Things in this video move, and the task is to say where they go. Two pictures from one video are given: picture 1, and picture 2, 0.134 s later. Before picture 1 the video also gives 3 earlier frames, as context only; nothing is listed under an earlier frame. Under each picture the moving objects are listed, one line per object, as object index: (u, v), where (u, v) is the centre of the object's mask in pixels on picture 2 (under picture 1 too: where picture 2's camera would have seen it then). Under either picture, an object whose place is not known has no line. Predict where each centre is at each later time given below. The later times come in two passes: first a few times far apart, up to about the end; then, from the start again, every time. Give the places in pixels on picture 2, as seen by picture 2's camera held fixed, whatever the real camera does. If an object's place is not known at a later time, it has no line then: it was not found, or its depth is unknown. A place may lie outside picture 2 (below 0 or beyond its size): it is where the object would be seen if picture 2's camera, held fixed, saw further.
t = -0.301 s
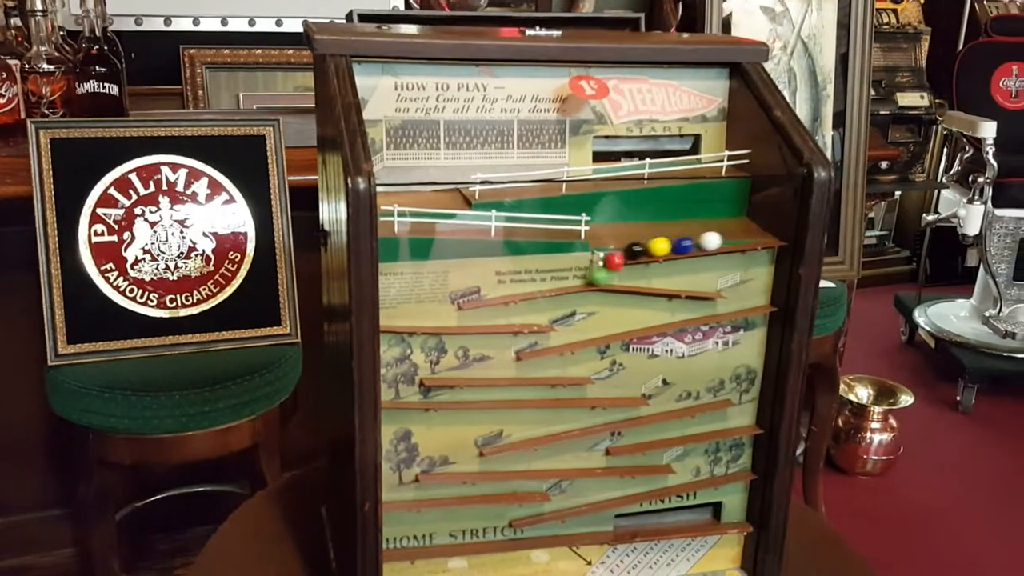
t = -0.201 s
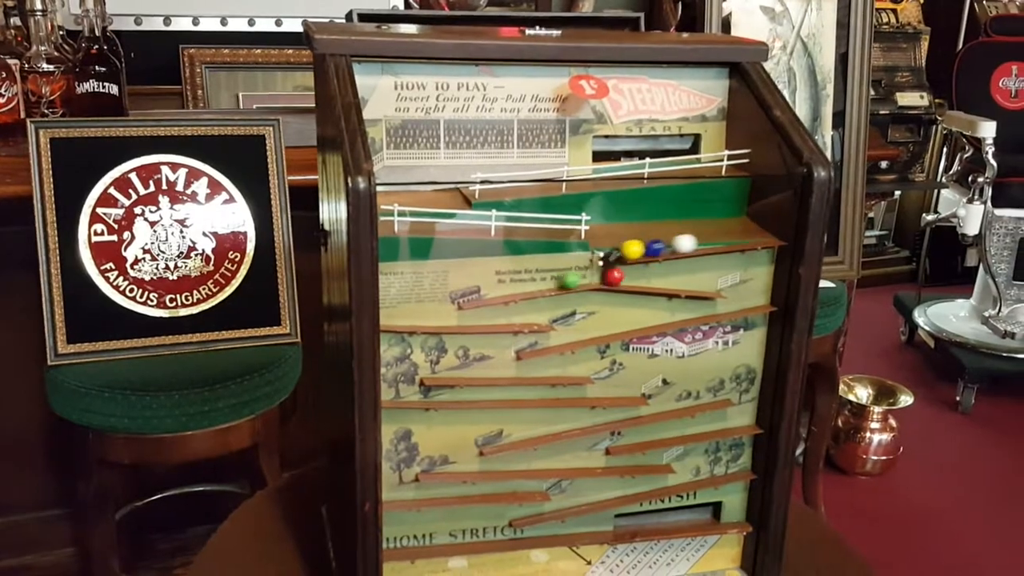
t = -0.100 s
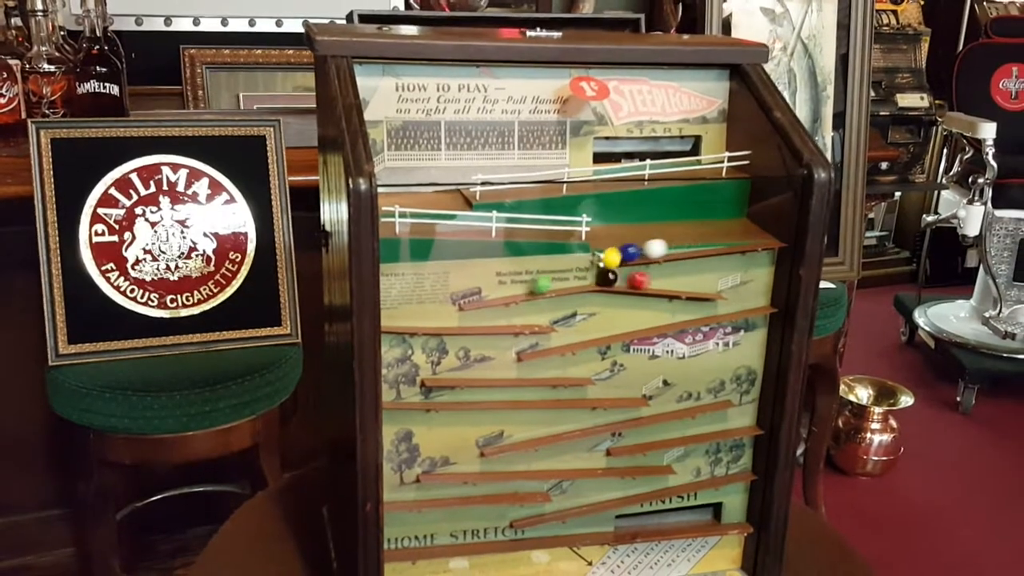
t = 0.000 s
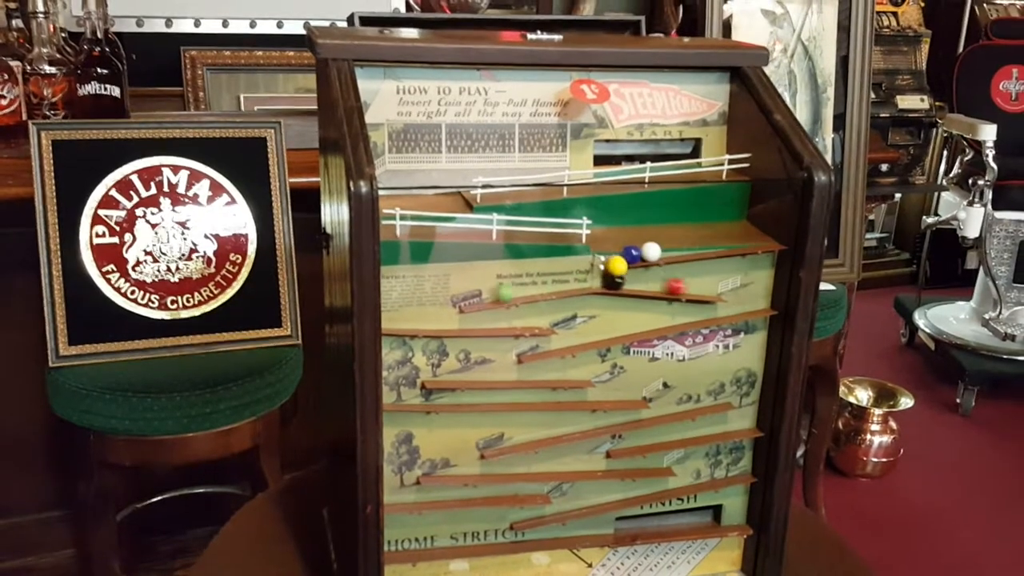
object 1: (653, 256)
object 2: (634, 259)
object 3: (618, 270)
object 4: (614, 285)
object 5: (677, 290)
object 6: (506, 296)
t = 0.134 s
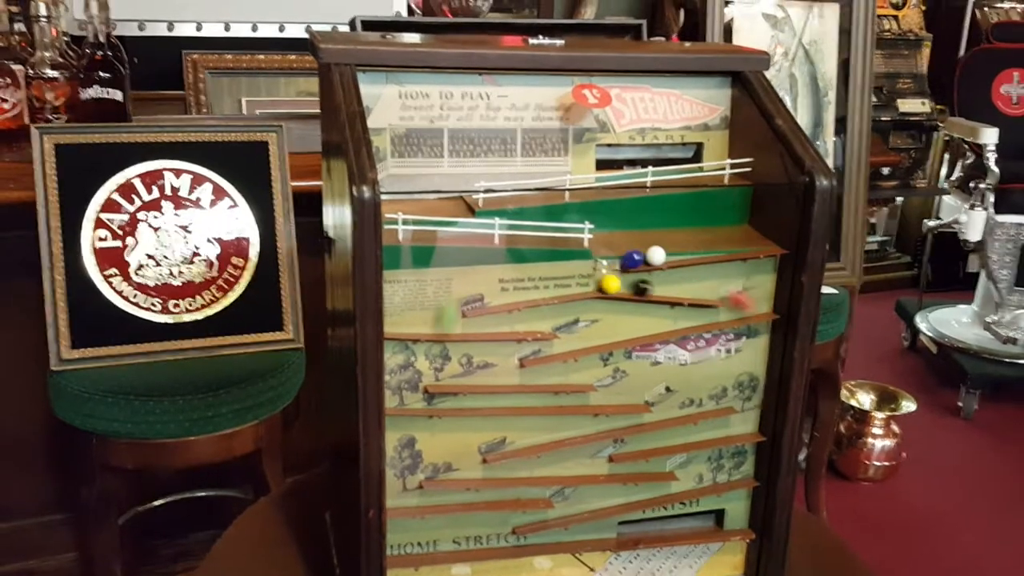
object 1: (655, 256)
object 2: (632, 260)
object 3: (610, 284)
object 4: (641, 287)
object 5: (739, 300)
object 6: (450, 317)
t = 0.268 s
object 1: (651, 256)
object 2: (628, 261)
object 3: (619, 286)
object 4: (685, 291)
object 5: (753, 310)
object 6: (399, 327)
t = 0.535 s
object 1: (628, 259)
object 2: (610, 285)
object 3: (688, 291)
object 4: (753, 310)
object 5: (669, 327)
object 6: (412, 327)
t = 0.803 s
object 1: (608, 285)
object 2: (661, 290)
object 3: (757, 310)
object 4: (675, 325)
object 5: (520, 357)
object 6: (488, 326)
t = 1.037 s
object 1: (661, 289)
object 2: (758, 306)
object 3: (692, 321)
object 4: (566, 346)
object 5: (395, 393)
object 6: (566, 326)
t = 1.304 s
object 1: (757, 307)
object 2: (727, 316)
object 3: (584, 342)
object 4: (465, 379)
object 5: (452, 402)
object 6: (553, 349)
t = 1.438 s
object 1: (765, 308)
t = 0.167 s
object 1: (654, 256)
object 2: (631, 260)
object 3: (611, 284)
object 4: (650, 288)
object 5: (757, 307)
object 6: (430, 326)
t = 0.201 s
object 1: (654, 256)
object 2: (631, 260)
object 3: (612, 285)
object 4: (661, 289)
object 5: (771, 305)
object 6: (417, 327)
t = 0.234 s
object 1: (652, 256)
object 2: (629, 261)
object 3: (615, 285)
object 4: (672, 290)
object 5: (765, 308)
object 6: (409, 327)
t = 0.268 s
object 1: (651, 256)
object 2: (628, 261)
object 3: (619, 286)
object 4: (685, 291)
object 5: (753, 310)
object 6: (399, 327)
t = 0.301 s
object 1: (649, 257)
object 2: (626, 260)
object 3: (624, 286)
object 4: (698, 292)
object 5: (746, 312)
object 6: (393, 326)
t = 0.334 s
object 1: (647, 257)
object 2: (624, 261)
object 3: (629, 286)
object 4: (713, 293)
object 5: (738, 314)
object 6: (392, 326)
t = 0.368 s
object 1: (644, 257)
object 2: (622, 262)
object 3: (636, 287)
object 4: (728, 295)
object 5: (726, 315)
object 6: (393, 326)
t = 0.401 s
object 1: (641, 258)
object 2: (614, 272)
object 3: (645, 287)
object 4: (744, 309)
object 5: (717, 317)
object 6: (394, 326)
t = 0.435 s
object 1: (638, 258)
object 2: (609, 283)
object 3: (654, 288)
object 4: (758, 307)
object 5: (706, 318)
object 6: (396, 326)
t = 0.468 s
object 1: (635, 258)
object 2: (608, 283)
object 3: (664, 289)
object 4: (767, 307)
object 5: (695, 321)
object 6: (400, 327)
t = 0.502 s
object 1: (632, 259)
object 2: (608, 284)
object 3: (676, 290)
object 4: (763, 309)
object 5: (683, 324)
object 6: (406, 327)
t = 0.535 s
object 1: (628, 259)
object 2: (610, 285)
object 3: (688, 291)
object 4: (753, 310)
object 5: (669, 327)
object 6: (412, 327)
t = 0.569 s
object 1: (623, 261)
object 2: (612, 285)
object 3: (701, 292)
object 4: (746, 312)
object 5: (655, 329)
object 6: (417, 327)
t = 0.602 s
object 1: (618, 266)
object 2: (614, 285)
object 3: (715, 293)
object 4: (739, 314)
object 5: (637, 333)
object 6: (425, 328)
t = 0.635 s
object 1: (613, 272)
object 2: (620, 287)
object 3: (729, 295)
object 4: (728, 316)
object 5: (620, 337)
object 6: (435, 329)
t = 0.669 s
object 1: (606, 282)
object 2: (626, 286)
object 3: (746, 305)
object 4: (718, 317)
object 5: (603, 340)
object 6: (445, 328)
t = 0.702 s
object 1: (604, 283)
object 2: (632, 287)
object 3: (760, 304)
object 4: (708, 317)
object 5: (583, 344)
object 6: (455, 328)
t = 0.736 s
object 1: (604, 282)
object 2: (641, 288)
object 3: (769, 302)
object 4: (698, 320)
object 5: (563, 347)
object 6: (466, 327)
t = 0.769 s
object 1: (604, 284)
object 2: (651, 289)
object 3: (765, 307)
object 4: (687, 322)
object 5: (542, 351)
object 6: (477, 327)
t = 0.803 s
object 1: (608, 285)
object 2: (661, 290)
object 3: (757, 310)
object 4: (675, 325)
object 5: (520, 357)
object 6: (488, 326)
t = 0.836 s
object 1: (611, 285)
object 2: (674, 291)
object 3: (749, 311)
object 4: (661, 328)
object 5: (496, 370)
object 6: (500, 326)
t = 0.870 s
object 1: (616, 285)
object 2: (686, 292)
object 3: (741, 312)
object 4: (647, 330)
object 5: (473, 376)
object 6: (511, 325)
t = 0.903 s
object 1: (623, 286)
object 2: (699, 293)
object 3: (733, 315)
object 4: (631, 334)
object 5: (457, 377)
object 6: (524, 325)
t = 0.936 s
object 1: (631, 287)
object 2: (714, 295)
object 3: (725, 316)
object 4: (615, 337)
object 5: (437, 377)
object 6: (537, 326)
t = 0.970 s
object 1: (640, 287)
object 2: (730, 295)
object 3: (714, 318)
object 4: (598, 341)
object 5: (418, 382)
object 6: (549, 326)
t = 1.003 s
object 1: (650, 288)
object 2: (744, 306)
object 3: (703, 320)
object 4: (581, 344)
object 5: (398, 398)
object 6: (561, 328)
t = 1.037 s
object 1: (661, 289)
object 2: (758, 306)
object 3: (692, 321)
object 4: (566, 346)
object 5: (395, 393)
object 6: (566, 326)
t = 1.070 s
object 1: (672, 290)
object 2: (767, 304)
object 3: (680, 323)
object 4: (555, 349)
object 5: (404, 392)
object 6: (567, 330)
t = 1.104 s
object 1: (686, 291)
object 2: (763, 309)
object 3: (668, 327)
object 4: (542, 351)
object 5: (415, 401)
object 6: (568, 346)
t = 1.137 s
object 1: (699, 292)
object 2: (755, 311)
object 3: (654, 330)
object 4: (528, 355)
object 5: (422, 402)
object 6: (568, 346)
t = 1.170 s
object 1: (713, 293)
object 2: (751, 313)
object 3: (640, 333)
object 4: (514, 360)
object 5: (427, 403)
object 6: (569, 346)
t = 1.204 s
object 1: (730, 295)
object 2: (744, 314)
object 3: (624, 336)
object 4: (496, 376)
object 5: (432, 403)
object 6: (569, 345)
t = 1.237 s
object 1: (740, 295)
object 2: (737, 314)
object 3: (605, 339)
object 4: (485, 370)
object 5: (438, 403)
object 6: (569, 345)
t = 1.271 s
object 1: (750, 302)
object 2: (733, 315)
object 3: (589, 342)
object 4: (477, 369)
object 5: (444, 403)
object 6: (568, 346)
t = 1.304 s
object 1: (757, 307)
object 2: (727, 316)
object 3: (584, 342)
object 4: (465, 379)
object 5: (452, 402)
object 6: (553, 349)
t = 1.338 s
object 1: (765, 302)
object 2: (721, 317)
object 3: (577, 344)
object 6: (535, 352)
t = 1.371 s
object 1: (769, 306)
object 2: (715, 318)
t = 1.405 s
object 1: (768, 306)
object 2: (709, 319)
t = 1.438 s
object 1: (765, 308)
